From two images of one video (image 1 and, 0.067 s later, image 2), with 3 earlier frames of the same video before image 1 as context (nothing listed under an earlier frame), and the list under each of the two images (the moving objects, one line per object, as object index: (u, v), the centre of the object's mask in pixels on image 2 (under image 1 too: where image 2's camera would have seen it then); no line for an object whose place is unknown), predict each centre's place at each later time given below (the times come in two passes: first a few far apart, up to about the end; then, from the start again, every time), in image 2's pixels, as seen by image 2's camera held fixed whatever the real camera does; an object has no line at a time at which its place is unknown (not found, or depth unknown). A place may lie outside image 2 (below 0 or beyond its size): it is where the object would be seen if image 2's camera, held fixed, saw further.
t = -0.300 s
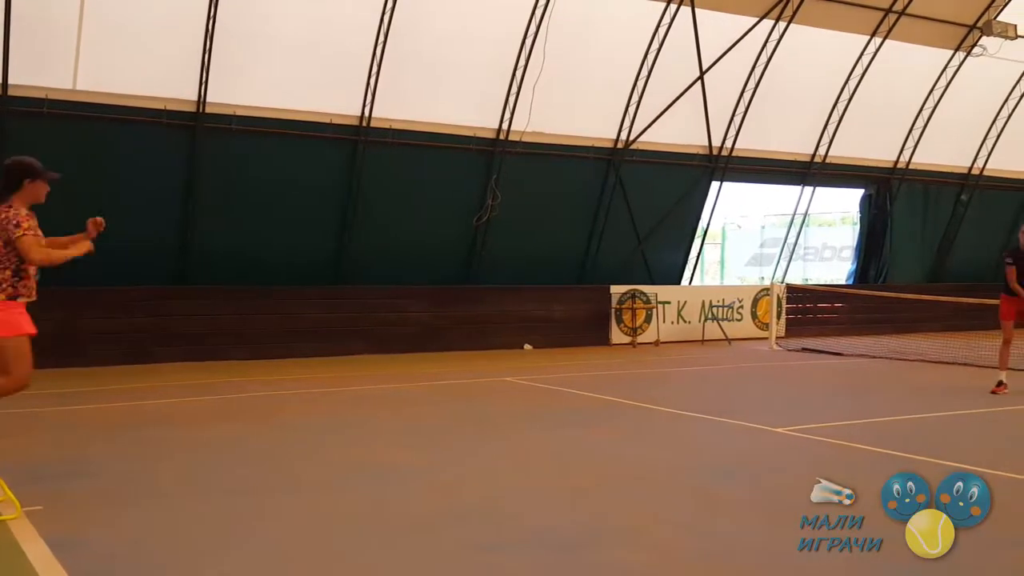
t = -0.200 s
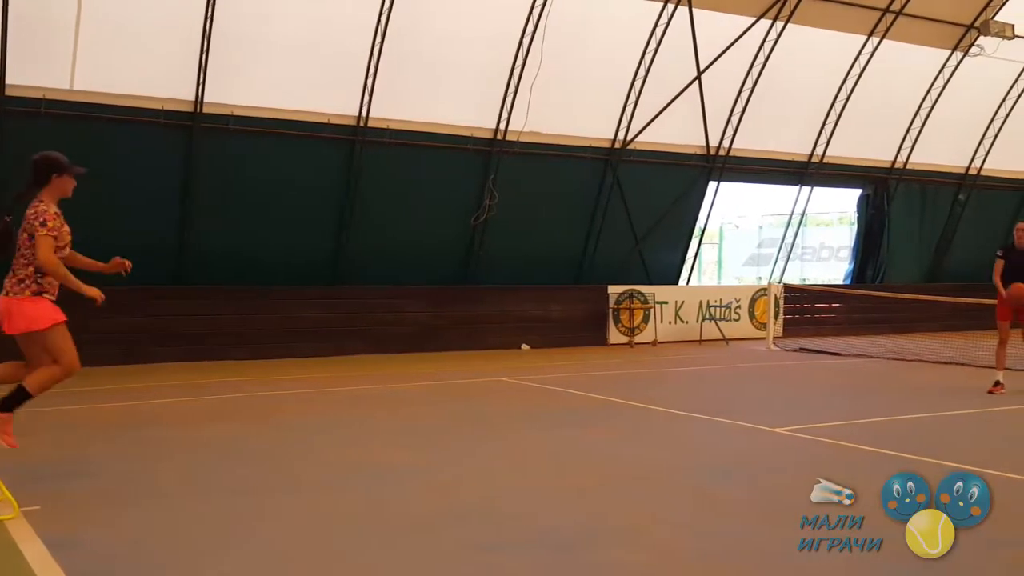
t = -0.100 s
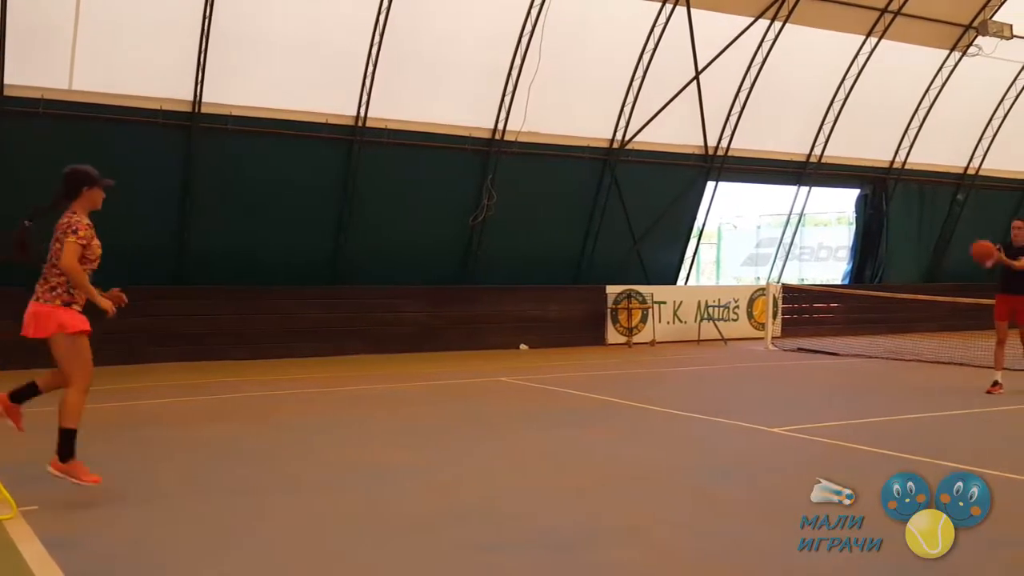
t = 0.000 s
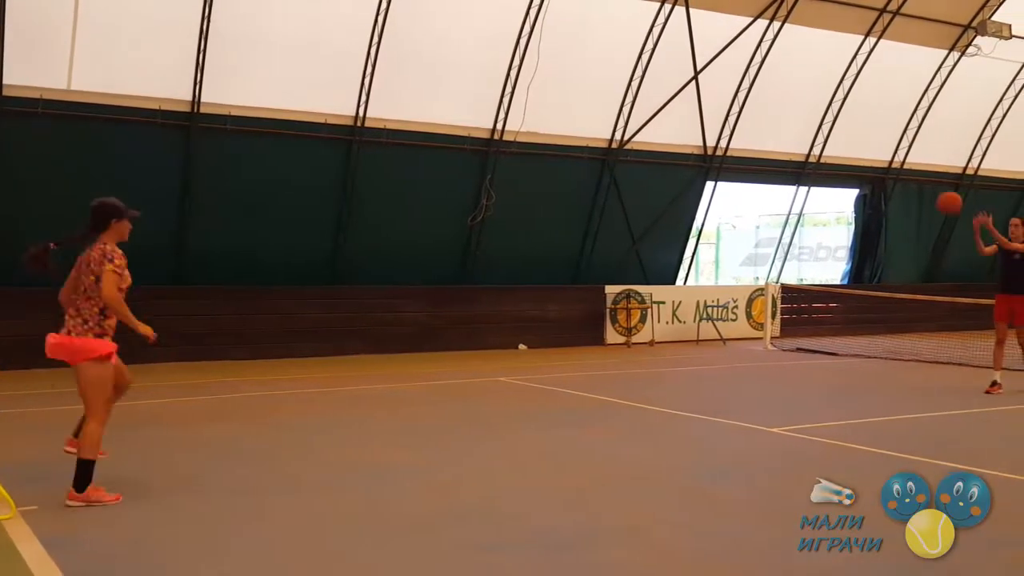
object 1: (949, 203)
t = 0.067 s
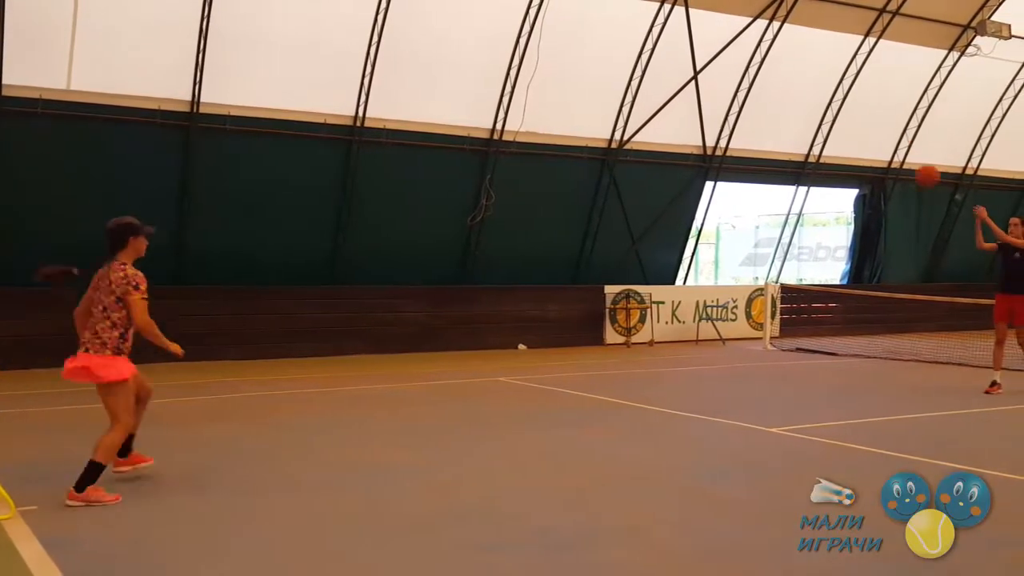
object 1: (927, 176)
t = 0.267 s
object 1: (860, 121)
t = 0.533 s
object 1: (770, 111)
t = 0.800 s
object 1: (678, 172)
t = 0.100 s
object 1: (916, 164)
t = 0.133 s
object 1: (905, 153)
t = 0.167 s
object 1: (894, 144)
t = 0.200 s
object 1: (883, 135)
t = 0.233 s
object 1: (872, 128)
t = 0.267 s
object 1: (860, 121)
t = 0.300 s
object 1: (849, 116)
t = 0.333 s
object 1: (837, 112)
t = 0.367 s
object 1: (827, 109)
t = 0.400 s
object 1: (815, 107)
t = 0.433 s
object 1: (804, 106)
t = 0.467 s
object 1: (792, 107)
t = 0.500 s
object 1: (781, 108)
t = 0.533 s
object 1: (770, 111)
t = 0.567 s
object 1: (758, 114)
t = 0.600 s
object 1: (747, 120)
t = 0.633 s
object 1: (735, 125)
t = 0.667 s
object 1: (724, 132)
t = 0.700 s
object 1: (712, 141)
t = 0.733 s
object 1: (701, 150)
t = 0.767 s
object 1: (689, 161)
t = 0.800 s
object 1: (678, 172)
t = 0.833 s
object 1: (666, 185)
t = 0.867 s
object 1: (655, 199)
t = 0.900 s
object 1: (644, 214)
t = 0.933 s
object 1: (632, 230)
